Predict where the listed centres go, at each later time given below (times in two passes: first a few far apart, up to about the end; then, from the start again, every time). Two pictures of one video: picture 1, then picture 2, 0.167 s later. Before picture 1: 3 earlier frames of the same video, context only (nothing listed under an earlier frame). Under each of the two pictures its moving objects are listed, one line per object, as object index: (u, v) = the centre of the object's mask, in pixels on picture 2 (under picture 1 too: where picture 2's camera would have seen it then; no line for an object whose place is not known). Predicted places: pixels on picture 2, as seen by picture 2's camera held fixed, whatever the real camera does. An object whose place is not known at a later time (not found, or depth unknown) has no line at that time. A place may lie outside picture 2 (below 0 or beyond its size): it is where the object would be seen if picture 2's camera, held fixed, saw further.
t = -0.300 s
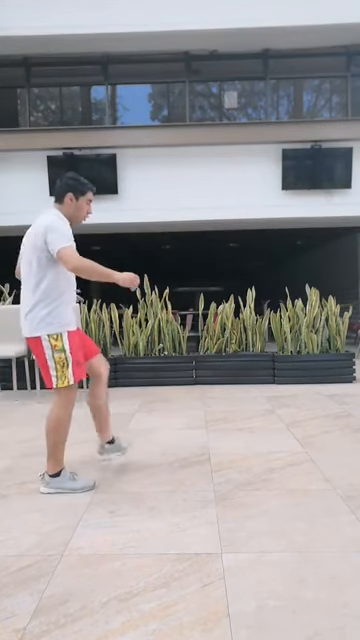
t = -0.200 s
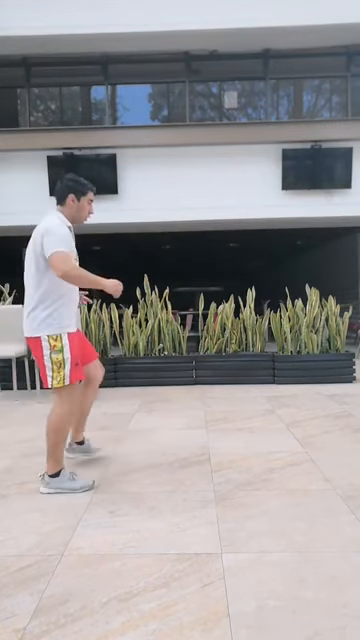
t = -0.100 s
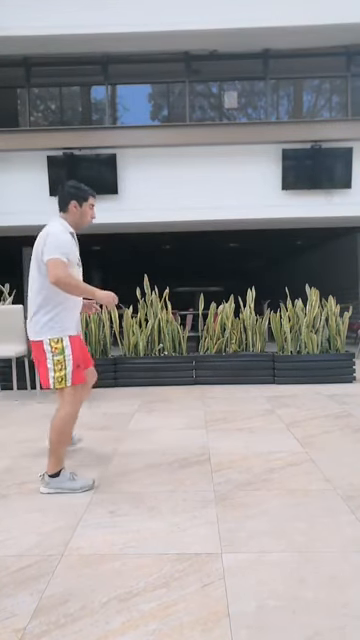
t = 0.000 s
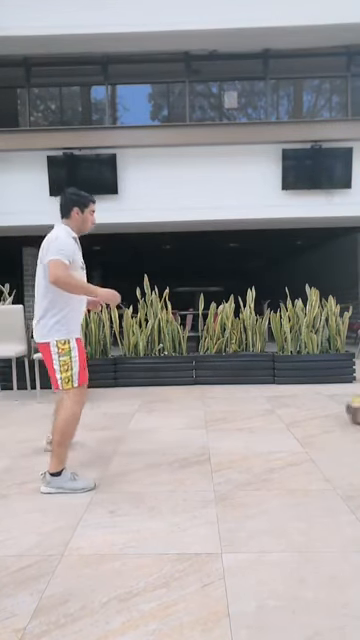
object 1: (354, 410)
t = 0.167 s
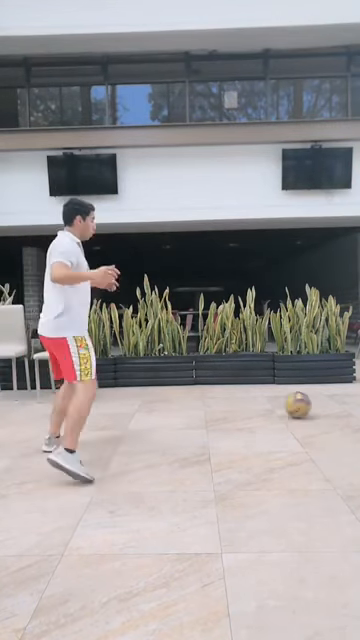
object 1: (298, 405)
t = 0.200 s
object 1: (286, 403)
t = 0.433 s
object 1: (228, 400)
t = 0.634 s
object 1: (183, 396)
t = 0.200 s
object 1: (286, 403)
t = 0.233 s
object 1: (277, 403)
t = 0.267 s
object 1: (267, 403)
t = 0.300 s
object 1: (259, 402)
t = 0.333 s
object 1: (251, 401)
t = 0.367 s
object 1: (243, 400)
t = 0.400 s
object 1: (235, 400)
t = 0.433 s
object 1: (228, 400)
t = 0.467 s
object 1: (219, 399)
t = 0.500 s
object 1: (212, 398)
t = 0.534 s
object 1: (204, 398)
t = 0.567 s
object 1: (197, 396)
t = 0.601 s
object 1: (190, 396)
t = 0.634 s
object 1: (183, 396)
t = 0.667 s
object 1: (176, 395)
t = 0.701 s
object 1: (170, 394)
